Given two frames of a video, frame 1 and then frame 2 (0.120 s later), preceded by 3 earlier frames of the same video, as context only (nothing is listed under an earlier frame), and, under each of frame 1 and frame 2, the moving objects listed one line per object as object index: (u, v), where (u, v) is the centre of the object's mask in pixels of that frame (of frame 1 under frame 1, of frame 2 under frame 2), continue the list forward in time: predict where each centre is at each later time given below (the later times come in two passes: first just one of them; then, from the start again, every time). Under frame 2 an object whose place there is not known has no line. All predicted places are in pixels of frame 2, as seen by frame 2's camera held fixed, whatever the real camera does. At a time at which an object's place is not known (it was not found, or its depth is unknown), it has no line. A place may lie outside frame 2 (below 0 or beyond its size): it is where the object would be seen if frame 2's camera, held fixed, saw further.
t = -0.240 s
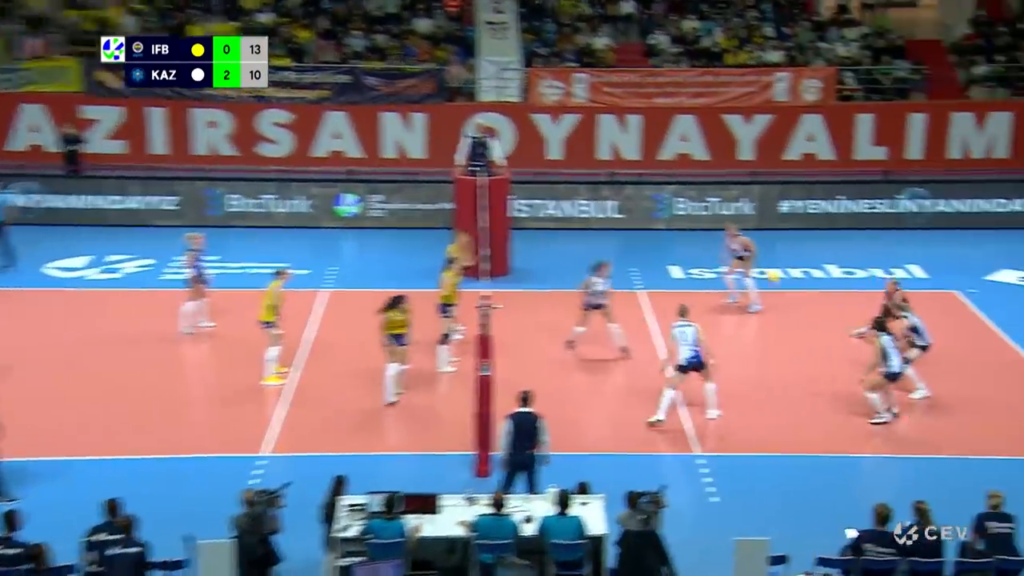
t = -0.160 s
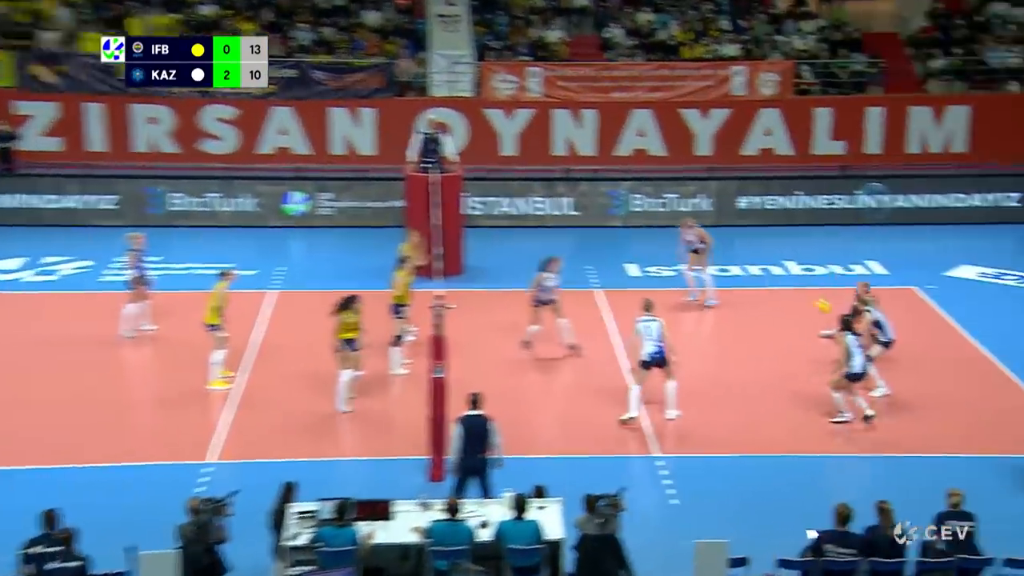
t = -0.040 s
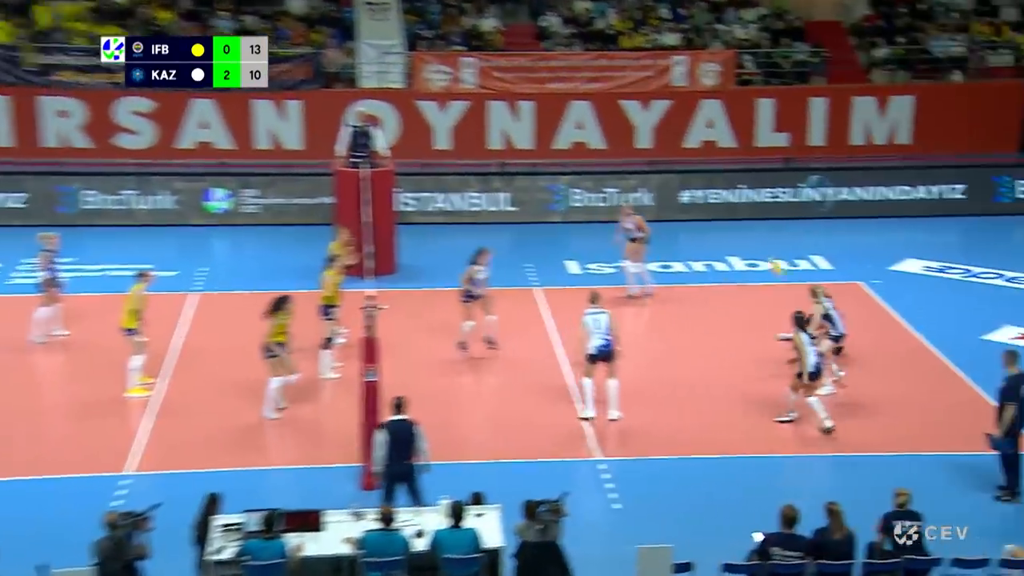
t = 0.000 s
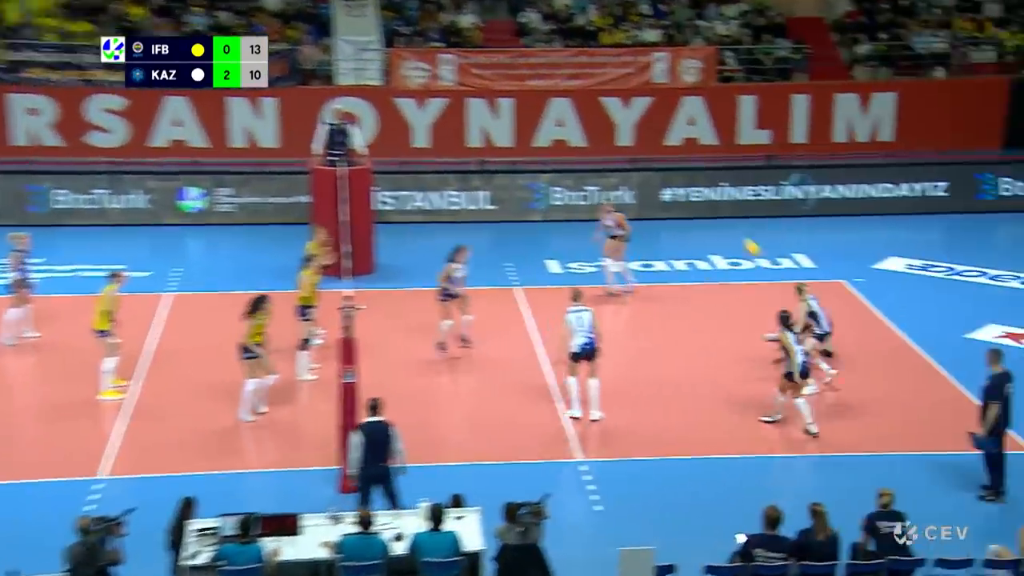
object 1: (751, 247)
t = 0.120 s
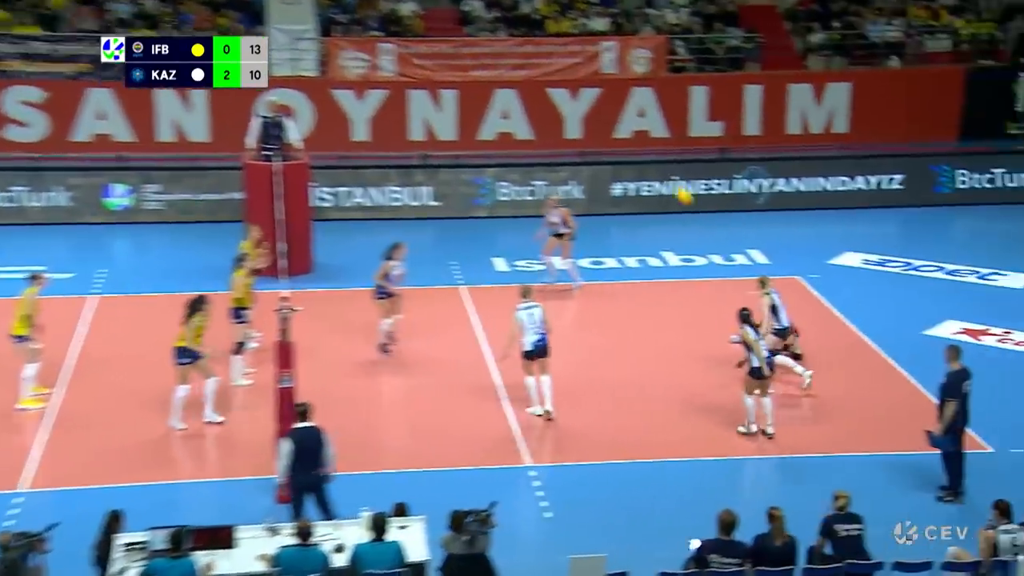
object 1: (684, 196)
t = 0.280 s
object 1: (653, 143)
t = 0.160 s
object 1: (675, 180)
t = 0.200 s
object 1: (669, 168)
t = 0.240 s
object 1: (661, 155)
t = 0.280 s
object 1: (653, 143)
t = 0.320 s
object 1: (646, 132)
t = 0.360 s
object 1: (638, 122)
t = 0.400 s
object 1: (630, 112)
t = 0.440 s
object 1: (622, 105)
